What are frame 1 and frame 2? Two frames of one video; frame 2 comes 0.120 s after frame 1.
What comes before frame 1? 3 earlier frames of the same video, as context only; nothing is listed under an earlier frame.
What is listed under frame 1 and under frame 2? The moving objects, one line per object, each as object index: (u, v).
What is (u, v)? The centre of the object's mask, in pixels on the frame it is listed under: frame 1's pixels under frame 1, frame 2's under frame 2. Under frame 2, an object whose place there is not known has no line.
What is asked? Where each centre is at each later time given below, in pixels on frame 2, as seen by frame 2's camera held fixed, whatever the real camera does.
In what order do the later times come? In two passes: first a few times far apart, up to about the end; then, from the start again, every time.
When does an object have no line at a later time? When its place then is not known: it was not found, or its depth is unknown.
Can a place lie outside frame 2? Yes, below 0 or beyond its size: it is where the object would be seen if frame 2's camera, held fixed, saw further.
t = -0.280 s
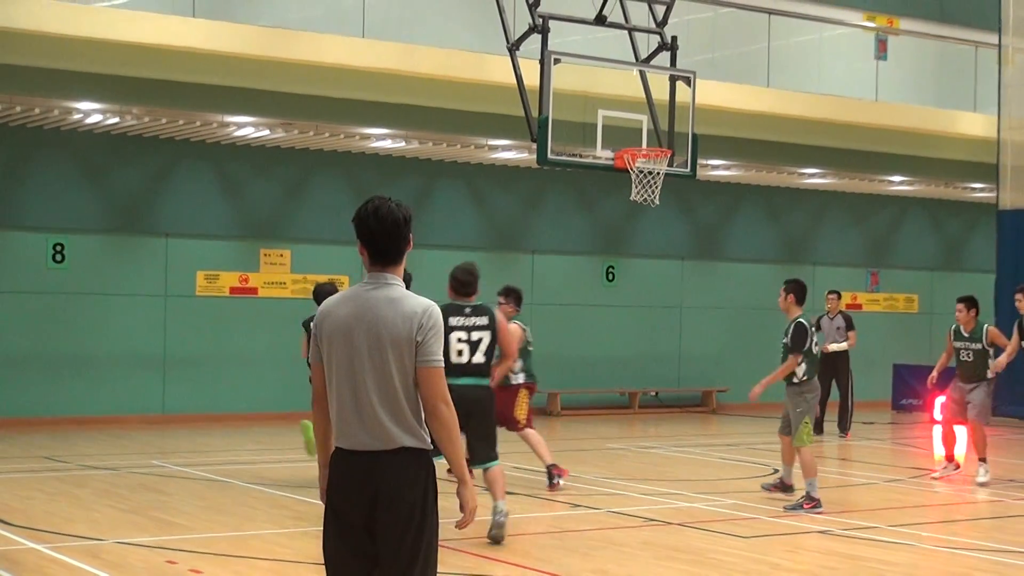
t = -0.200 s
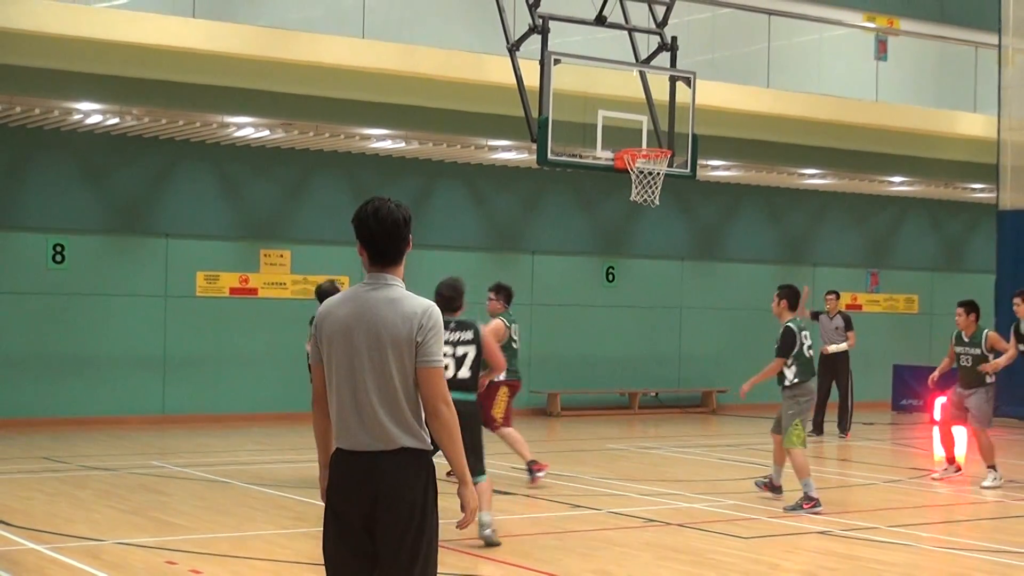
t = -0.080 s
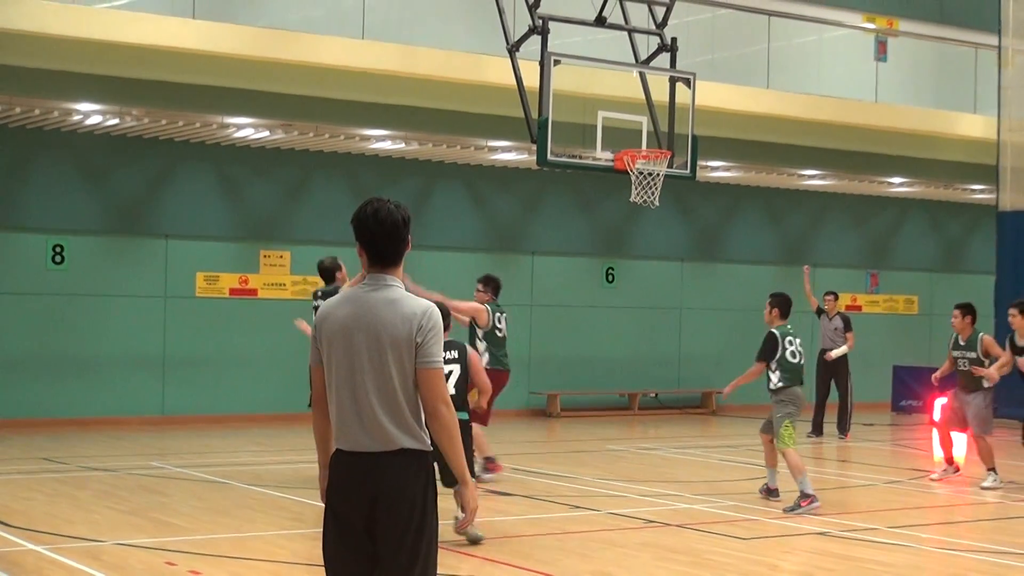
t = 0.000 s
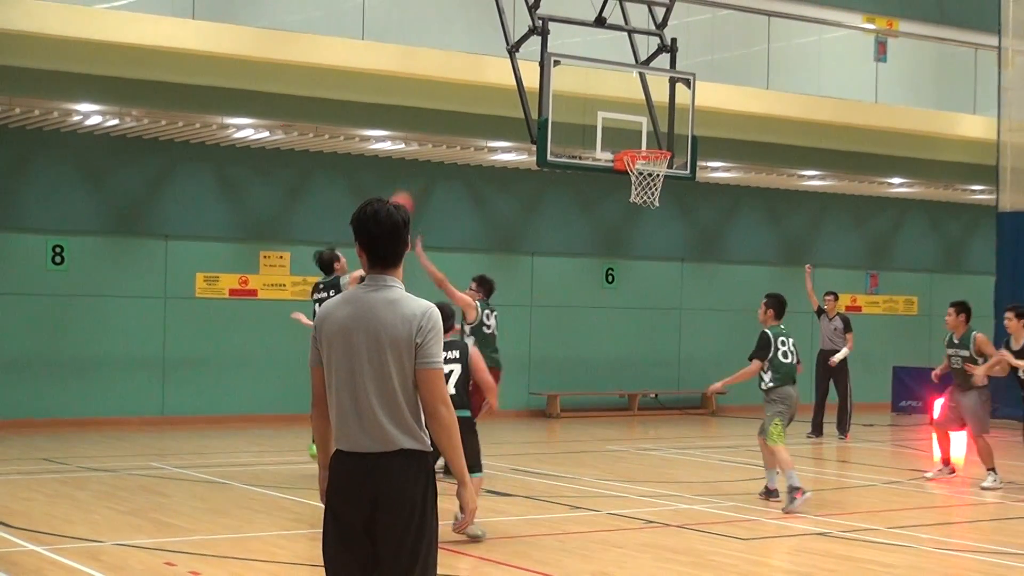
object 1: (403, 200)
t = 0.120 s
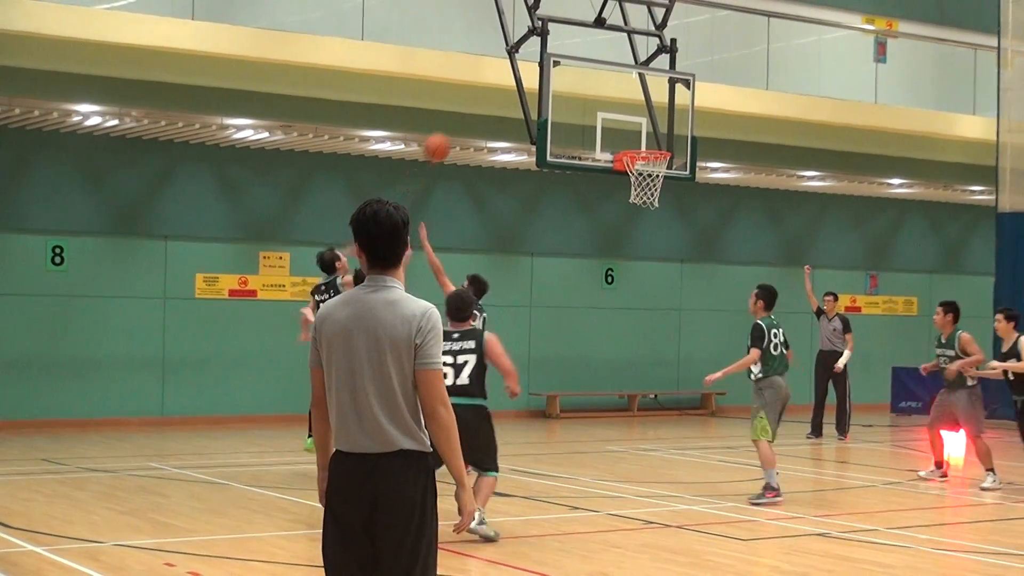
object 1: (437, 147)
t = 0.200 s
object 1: (460, 117)
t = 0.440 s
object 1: (527, 69)
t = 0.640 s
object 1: (579, 75)
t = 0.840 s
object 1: (627, 120)
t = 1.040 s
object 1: (662, 127)
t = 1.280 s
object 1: (696, 129)
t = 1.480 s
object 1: (727, 180)
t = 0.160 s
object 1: (449, 131)
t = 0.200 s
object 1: (460, 117)
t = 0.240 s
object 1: (472, 105)
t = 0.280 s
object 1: (483, 95)
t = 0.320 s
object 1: (494, 86)
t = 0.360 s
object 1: (505, 78)
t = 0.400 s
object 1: (516, 72)
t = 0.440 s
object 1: (527, 69)
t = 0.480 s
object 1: (538, 67)
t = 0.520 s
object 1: (548, 66)
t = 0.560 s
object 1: (559, 67)
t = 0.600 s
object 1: (568, 70)
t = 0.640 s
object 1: (579, 75)
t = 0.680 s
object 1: (589, 81)
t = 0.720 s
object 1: (599, 88)
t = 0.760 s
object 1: (609, 97)
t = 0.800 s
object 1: (618, 108)
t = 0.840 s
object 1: (627, 120)
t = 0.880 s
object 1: (636, 133)
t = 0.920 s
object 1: (645, 143)
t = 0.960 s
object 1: (651, 139)
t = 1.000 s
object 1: (656, 132)
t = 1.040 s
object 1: (662, 127)
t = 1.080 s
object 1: (667, 123)
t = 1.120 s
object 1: (673, 121)
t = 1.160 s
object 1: (679, 121)
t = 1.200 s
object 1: (684, 122)
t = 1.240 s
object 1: (690, 125)
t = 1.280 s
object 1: (696, 129)
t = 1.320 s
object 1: (702, 136)
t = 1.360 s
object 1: (709, 143)
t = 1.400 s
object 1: (714, 153)
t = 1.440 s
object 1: (720, 164)
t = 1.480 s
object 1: (727, 180)
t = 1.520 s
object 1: (733, 196)
